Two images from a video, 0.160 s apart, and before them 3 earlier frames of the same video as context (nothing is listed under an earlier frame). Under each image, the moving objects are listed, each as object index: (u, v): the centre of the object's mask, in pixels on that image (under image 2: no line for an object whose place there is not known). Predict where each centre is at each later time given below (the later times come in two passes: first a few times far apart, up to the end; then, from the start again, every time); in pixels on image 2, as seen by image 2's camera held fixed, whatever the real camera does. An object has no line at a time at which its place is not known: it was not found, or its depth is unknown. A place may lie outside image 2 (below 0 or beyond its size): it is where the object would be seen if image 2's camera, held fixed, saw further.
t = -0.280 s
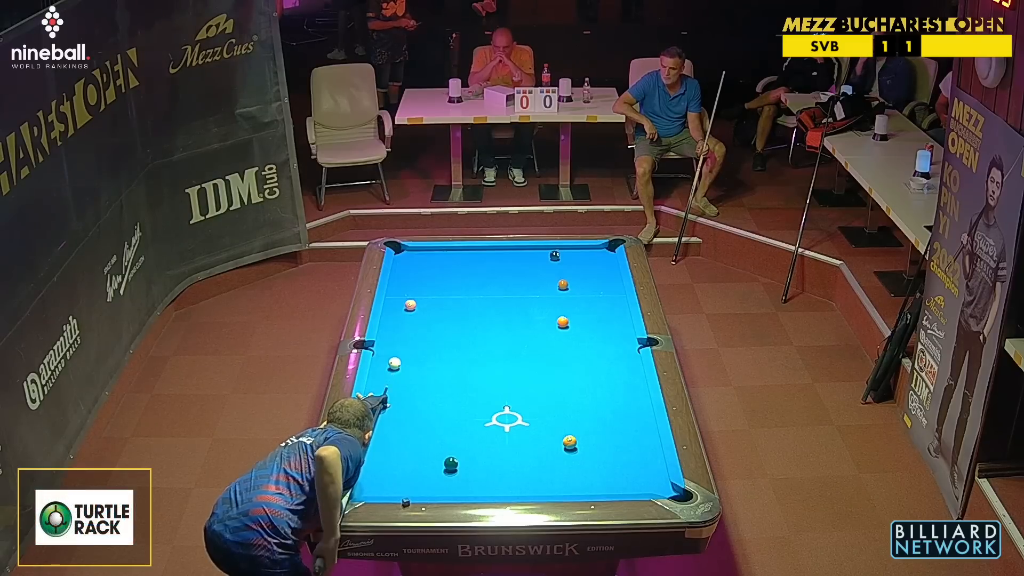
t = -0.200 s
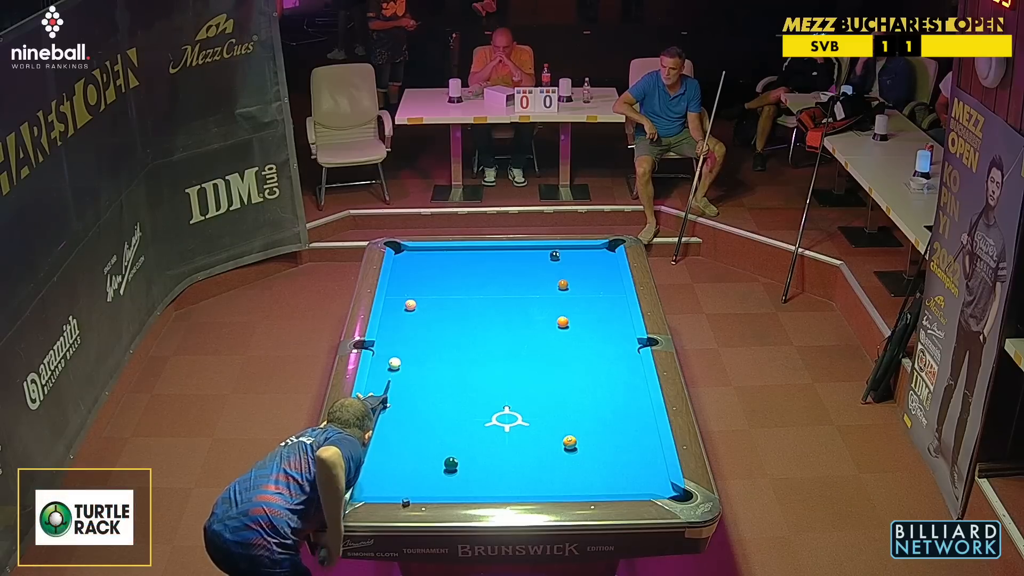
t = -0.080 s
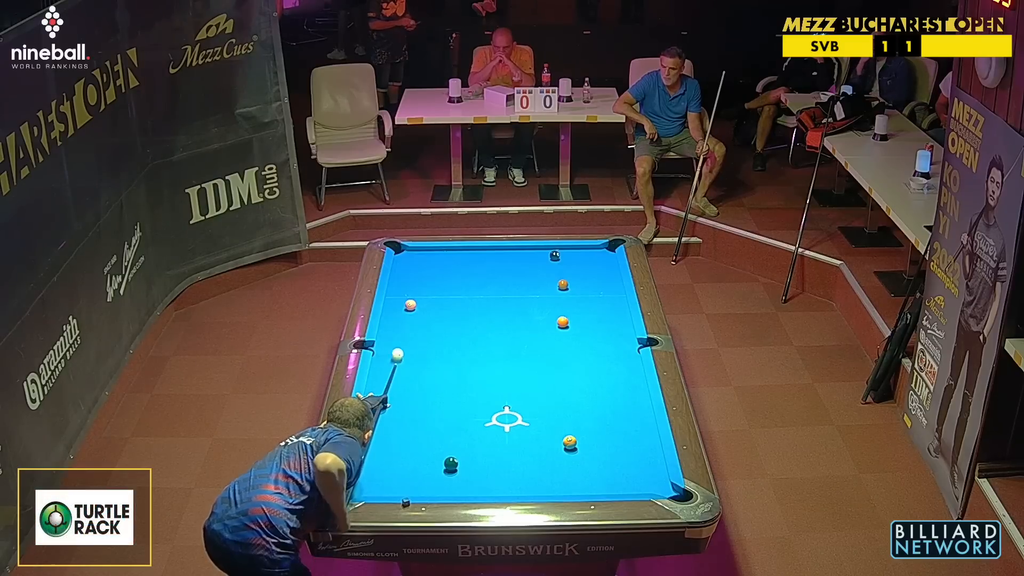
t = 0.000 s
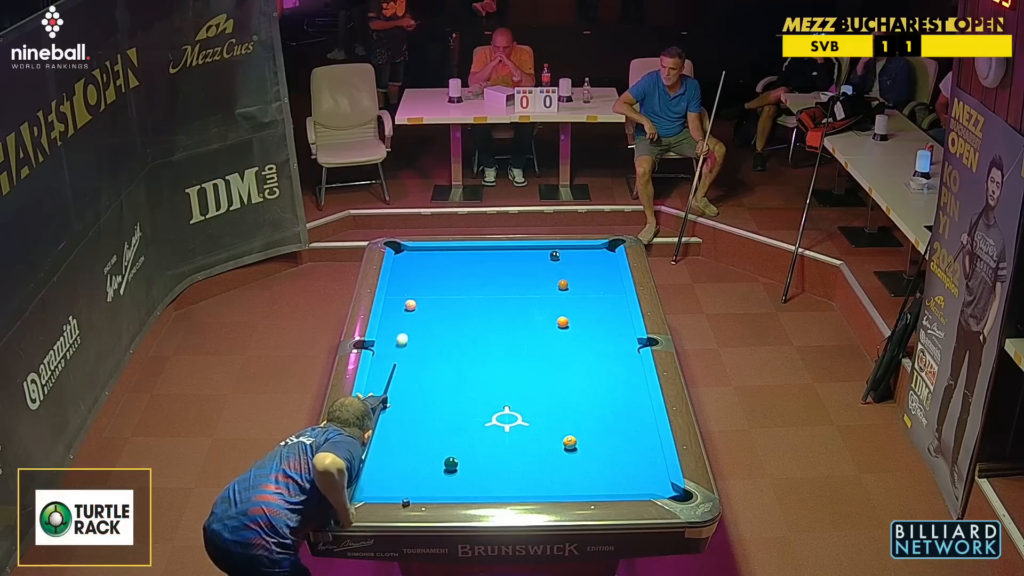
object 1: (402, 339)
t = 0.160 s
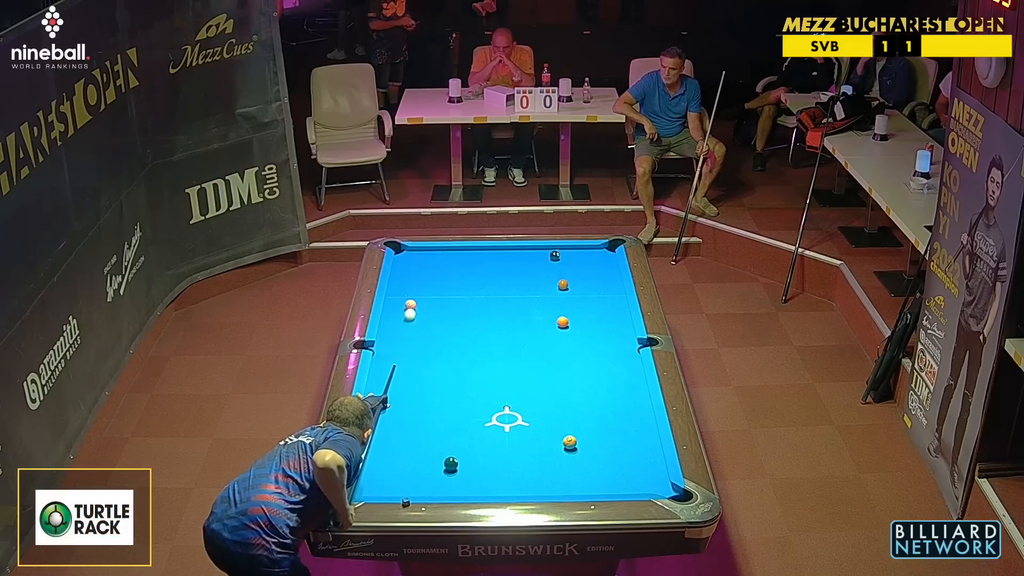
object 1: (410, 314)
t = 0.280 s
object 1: (416, 309)
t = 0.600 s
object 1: (431, 306)
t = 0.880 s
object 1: (443, 304)
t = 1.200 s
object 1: (455, 302)
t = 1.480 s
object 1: (465, 301)
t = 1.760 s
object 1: (473, 300)
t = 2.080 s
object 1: (481, 299)
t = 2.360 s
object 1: (487, 298)
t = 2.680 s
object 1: (492, 297)
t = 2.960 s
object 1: (496, 296)
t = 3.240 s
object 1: (498, 296)
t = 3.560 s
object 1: (499, 296)
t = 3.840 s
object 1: (500, 296)
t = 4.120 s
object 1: (500, 296)
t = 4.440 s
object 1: (500, 296)
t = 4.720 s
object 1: (500, 296)
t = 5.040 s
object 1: (500, 296)
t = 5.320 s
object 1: (500, 296)
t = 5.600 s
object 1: (500, 296)
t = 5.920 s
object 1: (500, 296)
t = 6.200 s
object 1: (500, 296)
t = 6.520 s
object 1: (500, 296)
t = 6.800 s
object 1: (500, 296)
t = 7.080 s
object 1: (500, 296)
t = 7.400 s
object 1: (500, 296)
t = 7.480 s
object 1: (500, 296)
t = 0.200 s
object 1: (412, 310)
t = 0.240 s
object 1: (414, 309)
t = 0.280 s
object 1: (416, 309)
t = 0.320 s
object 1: (418, 308)
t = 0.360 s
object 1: (420, 308)
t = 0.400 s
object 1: (422, 308)
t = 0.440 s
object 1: (424, 308)
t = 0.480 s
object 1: (425, 307)
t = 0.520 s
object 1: (427, 307)
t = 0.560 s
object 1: (429, 307)
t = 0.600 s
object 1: (431, 306)
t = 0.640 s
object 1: (433, 306)
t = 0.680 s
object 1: (434, 306)
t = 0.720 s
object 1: (436, 305)
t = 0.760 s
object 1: (438, 305)
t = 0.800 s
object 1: (440, 305)
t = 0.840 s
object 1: (442, 305)
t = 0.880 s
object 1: (443, 304)
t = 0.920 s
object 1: (445, 304)
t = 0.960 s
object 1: (446, 304)
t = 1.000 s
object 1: (448, 304)
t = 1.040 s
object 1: (449, 303)
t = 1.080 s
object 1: (451, 303)
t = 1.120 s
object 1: (453, 303)
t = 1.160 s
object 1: (454, 303)
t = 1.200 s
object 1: (455, 302)
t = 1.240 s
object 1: (457, 302)
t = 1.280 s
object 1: (458, 302)
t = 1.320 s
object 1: (460, 302)
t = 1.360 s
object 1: (461, 302)
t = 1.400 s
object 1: (462, 301)
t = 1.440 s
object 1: (464, 301)
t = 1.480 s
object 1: (465, 301)
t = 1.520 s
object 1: (466, 301)
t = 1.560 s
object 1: (467, 301)
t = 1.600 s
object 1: (469, 300)
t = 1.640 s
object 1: (470, 300)
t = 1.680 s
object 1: (471, 300)
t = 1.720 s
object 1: (472, 300)
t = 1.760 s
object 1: (473, 300)
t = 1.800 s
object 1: (474, 300)
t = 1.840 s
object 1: (475, 299)
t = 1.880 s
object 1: (476, 299)
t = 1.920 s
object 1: (478, 299)
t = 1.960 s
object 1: (478, 299)
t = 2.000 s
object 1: (480, 299)
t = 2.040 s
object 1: (480, 299)
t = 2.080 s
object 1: (481, 299)
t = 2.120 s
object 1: (482, 299)
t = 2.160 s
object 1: (483, 298)
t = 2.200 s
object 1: (484, 298)
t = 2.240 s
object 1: (485, 298)
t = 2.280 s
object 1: (486, 298)
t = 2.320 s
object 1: (486, 298)
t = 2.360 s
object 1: (487, 298)
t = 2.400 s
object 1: (488, 298)
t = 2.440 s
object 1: (489, 297)
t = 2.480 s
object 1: (489, 297)
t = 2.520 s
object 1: (490, 297)
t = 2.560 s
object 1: (491, 297)
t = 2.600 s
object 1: (491, 297)
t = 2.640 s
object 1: (492, 297)
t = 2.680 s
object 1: (492, 297)
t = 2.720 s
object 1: (493, 297)
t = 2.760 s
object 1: (493, 297)
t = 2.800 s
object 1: (494, 297)
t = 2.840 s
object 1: (494, 297)
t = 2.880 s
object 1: (495, 296)
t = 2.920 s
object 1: (495, 296)
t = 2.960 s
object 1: (496, 296)
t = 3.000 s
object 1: (496, 296)
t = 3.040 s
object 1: (497, 296)
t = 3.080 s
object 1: (497, 296)
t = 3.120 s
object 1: (497, 296)
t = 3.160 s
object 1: (498, 296)
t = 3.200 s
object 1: (498, 296)
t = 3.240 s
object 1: (498, 296)
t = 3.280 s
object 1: (498, 296)
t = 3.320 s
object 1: (499, 296)
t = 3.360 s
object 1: (499, 296)
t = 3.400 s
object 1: (499, 296)
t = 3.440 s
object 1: (499, 296)
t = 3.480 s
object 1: (499, 296)
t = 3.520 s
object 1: (499, 296)
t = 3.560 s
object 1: (499, 296)
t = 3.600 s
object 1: (500, 296)
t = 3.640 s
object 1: (500, 296)
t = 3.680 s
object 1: (500, 296)
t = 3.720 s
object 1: (500, 296)
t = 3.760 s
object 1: (500, 296)
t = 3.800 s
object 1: (500, 296)
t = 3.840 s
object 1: (500, 296)
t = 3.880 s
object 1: (500, 296)
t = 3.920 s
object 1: (500, 296)
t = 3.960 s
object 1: (500, 296)
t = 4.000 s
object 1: (500, 296)
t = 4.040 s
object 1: (500, 296)
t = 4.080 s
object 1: (500, 296)
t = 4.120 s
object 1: (500, 296)
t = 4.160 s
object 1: (500, 296)
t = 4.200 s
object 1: (500, 296)
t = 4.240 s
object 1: (500, 296)
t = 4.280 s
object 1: (500, 296)
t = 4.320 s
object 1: (500, 296)
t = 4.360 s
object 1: (500, 296)
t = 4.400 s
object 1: (500, 296)
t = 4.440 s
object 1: (500, 296)
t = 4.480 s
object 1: (500, 296)
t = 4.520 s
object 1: (500, 296)
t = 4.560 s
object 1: (500, 296)
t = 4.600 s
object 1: (500, 296)
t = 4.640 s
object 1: (500, 296)
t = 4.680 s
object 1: (500, 296)
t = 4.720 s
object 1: (500, 296)
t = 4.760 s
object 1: (500, 296)
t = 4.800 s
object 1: (500, 296)
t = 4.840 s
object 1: (500, 296)
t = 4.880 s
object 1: (500, 296)
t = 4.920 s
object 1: (500, 296)
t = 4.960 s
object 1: (500, 296)
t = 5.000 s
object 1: (500, 296)
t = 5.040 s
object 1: (500, 296)
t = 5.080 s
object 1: (500, 296)
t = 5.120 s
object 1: (500, 296)
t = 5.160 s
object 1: (500, 296)
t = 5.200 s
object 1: (500, 296)
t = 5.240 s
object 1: (500, 296)
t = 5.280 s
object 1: (500, 296)
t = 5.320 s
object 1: (500, 296)
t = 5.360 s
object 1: (500, 296)
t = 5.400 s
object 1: (500, 296)
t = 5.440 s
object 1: (500, 296)
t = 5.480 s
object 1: (500, 296)
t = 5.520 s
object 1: (500, 296)
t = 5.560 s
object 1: (500, 296)
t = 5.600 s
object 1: (500, 296)
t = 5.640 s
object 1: (500, 296)
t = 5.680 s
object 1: (500, 296)
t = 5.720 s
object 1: (500, 296)
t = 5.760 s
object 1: (500, 296)
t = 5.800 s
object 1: (500, 296)
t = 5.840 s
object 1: (500, 296)
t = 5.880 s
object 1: (500, 296)
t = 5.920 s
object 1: (500, 296)
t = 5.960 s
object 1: (500, 296)
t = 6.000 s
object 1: (500, 296)
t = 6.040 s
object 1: (500, 296)
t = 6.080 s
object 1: (500, 296)
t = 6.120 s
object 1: (500, 296)
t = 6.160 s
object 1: (500, 296)
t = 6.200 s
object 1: (500, 296)
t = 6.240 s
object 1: (500, 296)
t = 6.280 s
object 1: (500, 296)
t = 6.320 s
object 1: (500, 296)
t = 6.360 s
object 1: (500, 296)
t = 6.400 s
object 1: (500, 296)
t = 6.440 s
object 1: (500, 296)
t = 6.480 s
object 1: (500, 296)
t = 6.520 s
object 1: (500, 296)
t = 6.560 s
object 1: (500, 296)
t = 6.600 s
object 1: (500, 296)
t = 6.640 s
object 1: (500, 296)
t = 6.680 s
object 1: (500, 296)
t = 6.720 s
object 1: (500, 296)
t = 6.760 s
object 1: (500, 296)
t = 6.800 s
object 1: (500, 296)
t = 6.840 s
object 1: (500, 296)
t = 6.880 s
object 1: (500, 296)
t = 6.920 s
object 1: (500, 296)
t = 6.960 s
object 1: (500, 296)
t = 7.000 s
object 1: (500, 296)
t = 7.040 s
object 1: (500, 296)
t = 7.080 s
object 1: (500, 296)
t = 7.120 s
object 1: (500, 296)
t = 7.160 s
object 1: (500, 296)
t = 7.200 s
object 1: (500, 296)
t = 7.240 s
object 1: (500, 296)
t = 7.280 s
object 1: (500, 296)
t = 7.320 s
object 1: (500, 296)
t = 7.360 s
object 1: (500, 296)
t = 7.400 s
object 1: (500, 296)
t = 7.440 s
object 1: (500, 296)
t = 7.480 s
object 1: (500, 296)
